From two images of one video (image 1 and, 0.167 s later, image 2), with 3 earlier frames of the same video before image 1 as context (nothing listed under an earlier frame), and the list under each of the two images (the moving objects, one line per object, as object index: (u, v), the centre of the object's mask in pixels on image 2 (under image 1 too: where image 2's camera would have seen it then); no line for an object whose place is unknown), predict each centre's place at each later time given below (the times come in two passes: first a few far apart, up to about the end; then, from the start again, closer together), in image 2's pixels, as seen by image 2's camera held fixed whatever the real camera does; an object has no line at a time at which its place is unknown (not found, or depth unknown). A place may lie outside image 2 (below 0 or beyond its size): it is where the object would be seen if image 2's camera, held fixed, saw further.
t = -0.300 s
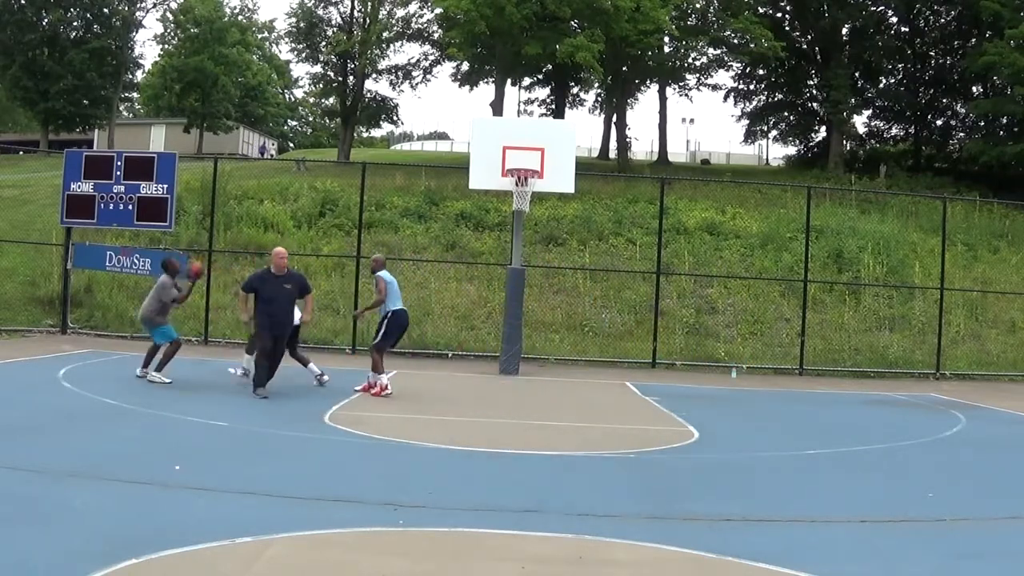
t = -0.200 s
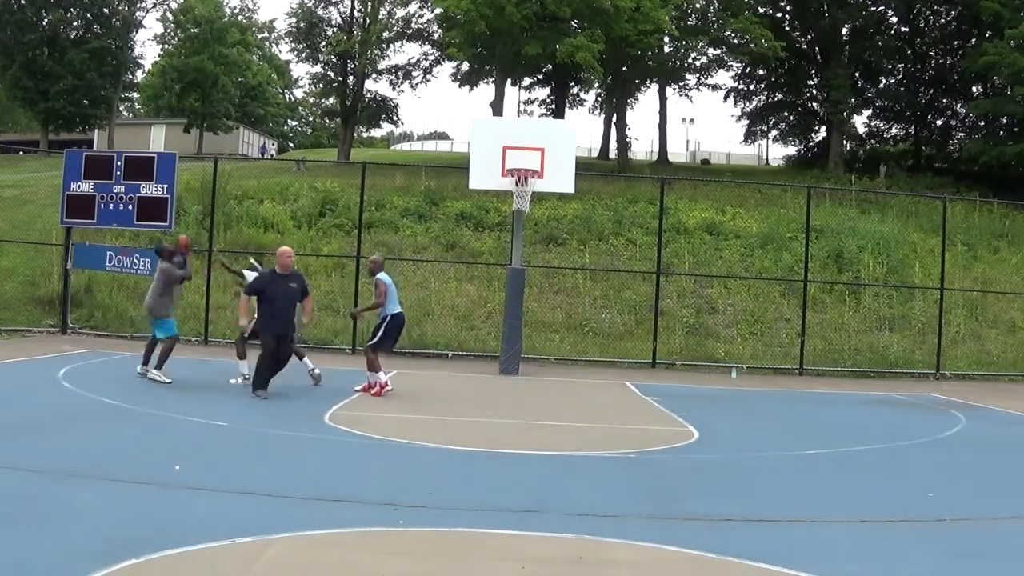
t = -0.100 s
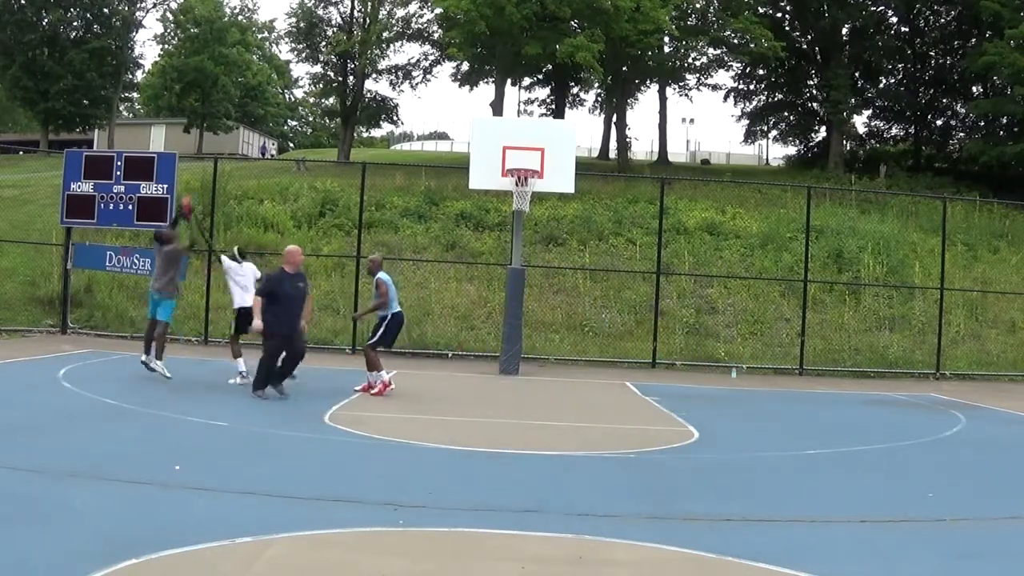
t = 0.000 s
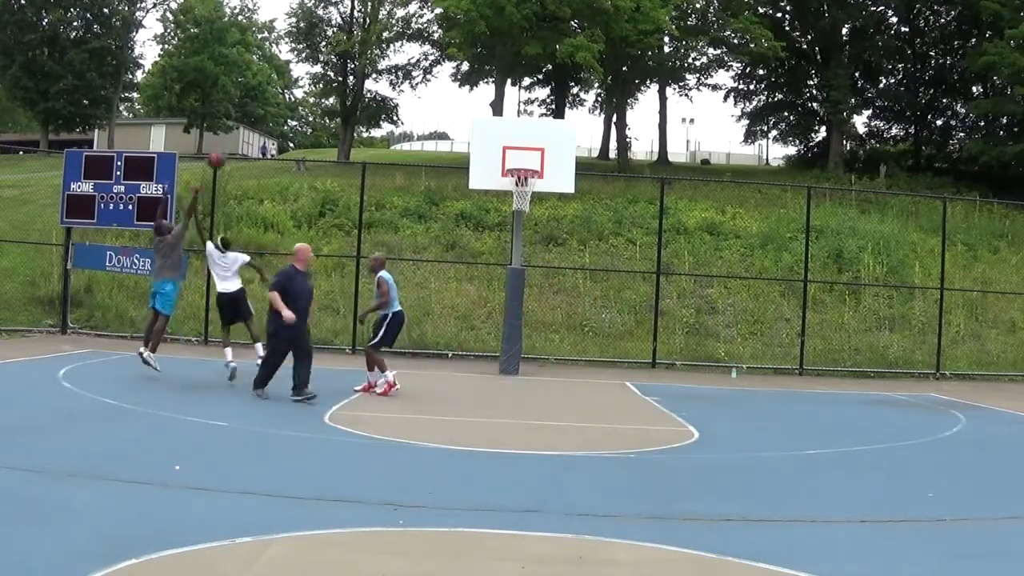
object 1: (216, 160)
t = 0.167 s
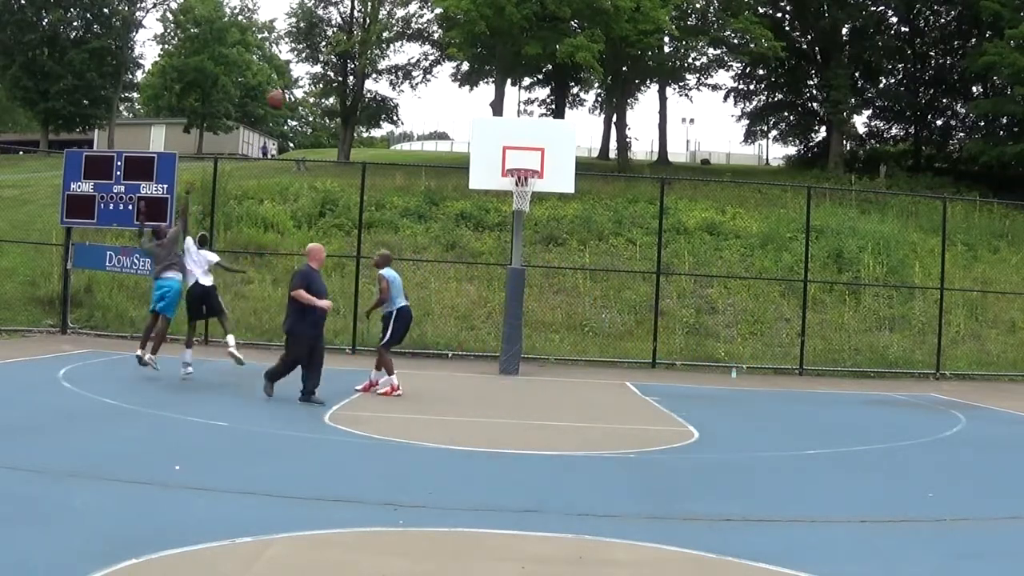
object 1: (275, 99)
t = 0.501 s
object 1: (380, 50)
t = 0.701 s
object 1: (437, 61)
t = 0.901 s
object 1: (487, 101)
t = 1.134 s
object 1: (542, 178)
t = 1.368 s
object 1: (590, 287)
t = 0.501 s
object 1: (380, 50)
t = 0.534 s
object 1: (390, 50)
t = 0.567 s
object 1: (399, 51)
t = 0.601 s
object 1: (409, 53)
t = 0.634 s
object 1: (418, 56)
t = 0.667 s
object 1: (427, 57)
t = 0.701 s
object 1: (437, 61)
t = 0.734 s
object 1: (445, 66)
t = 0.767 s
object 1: (455, 72)
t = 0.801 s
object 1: (462, 77)
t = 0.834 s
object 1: (470, 83)
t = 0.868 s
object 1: (479, 91)
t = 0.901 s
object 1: (487, 101)
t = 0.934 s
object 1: (496, 108)
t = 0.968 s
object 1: (504, 119)
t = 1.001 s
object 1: (512, 129)
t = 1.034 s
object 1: (520, 140)
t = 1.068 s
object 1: (527, 152)
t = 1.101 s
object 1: (535, 164)
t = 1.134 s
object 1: (542, 178)
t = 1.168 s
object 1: (549, 191)
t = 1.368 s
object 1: (590, 287)
